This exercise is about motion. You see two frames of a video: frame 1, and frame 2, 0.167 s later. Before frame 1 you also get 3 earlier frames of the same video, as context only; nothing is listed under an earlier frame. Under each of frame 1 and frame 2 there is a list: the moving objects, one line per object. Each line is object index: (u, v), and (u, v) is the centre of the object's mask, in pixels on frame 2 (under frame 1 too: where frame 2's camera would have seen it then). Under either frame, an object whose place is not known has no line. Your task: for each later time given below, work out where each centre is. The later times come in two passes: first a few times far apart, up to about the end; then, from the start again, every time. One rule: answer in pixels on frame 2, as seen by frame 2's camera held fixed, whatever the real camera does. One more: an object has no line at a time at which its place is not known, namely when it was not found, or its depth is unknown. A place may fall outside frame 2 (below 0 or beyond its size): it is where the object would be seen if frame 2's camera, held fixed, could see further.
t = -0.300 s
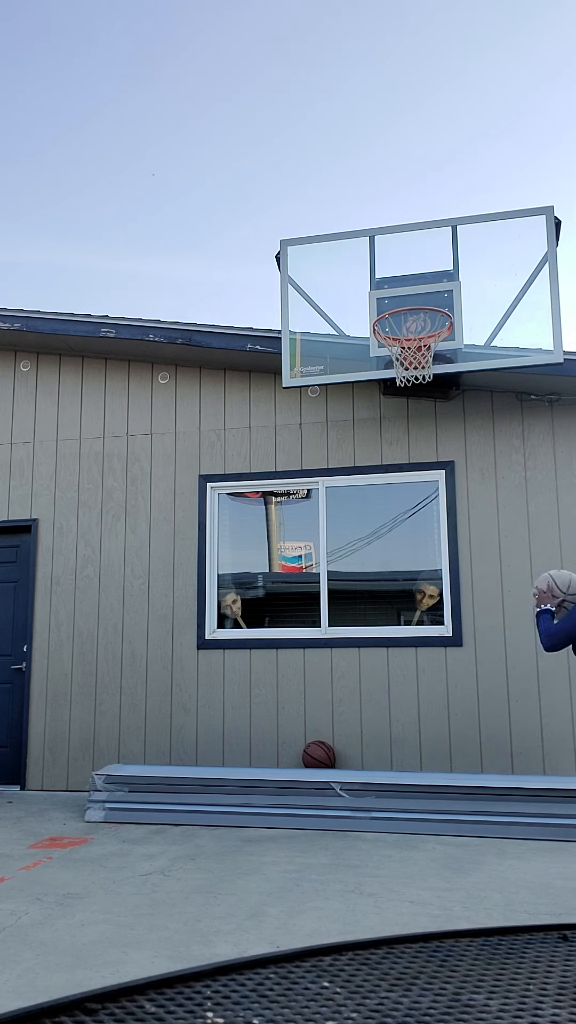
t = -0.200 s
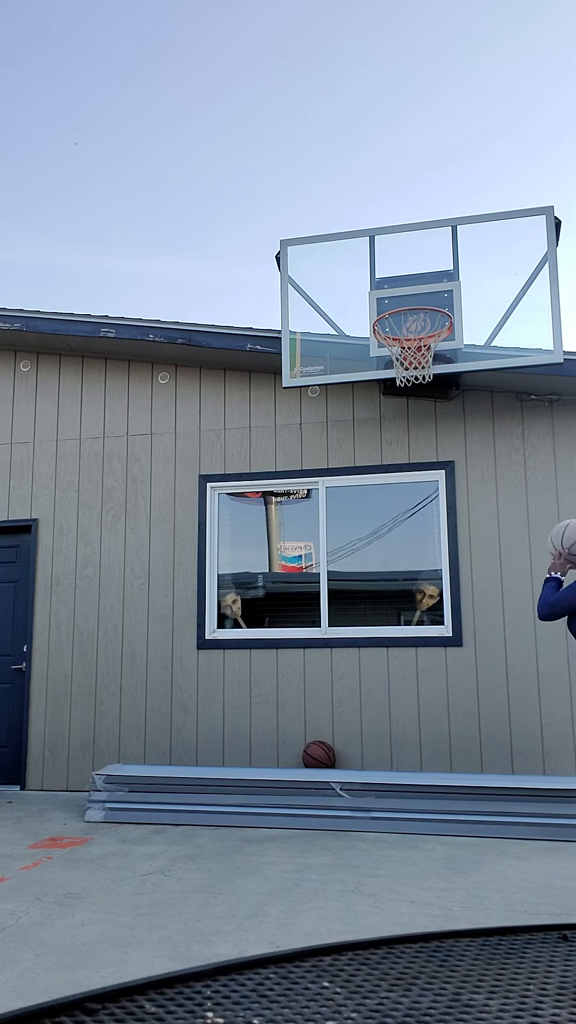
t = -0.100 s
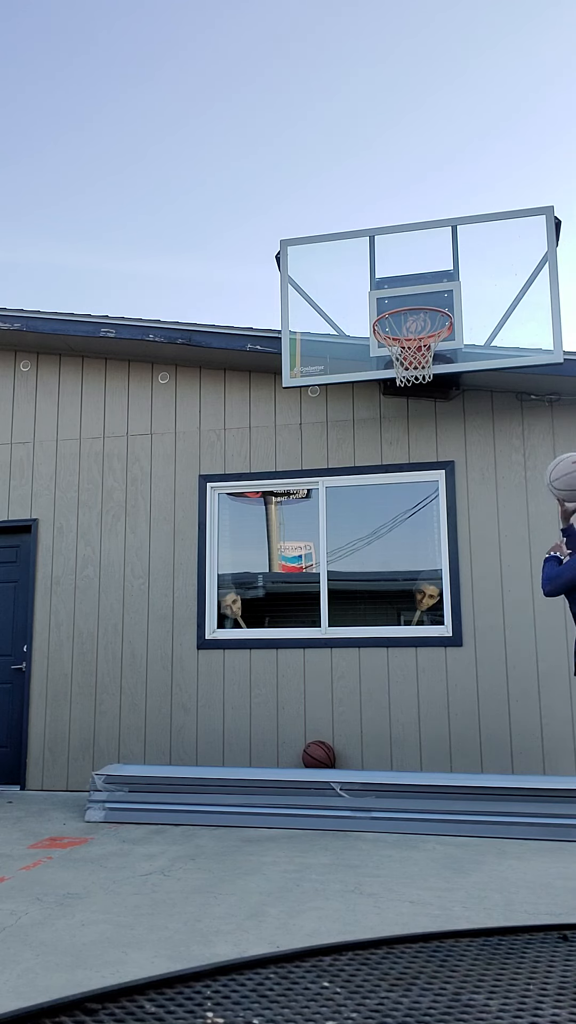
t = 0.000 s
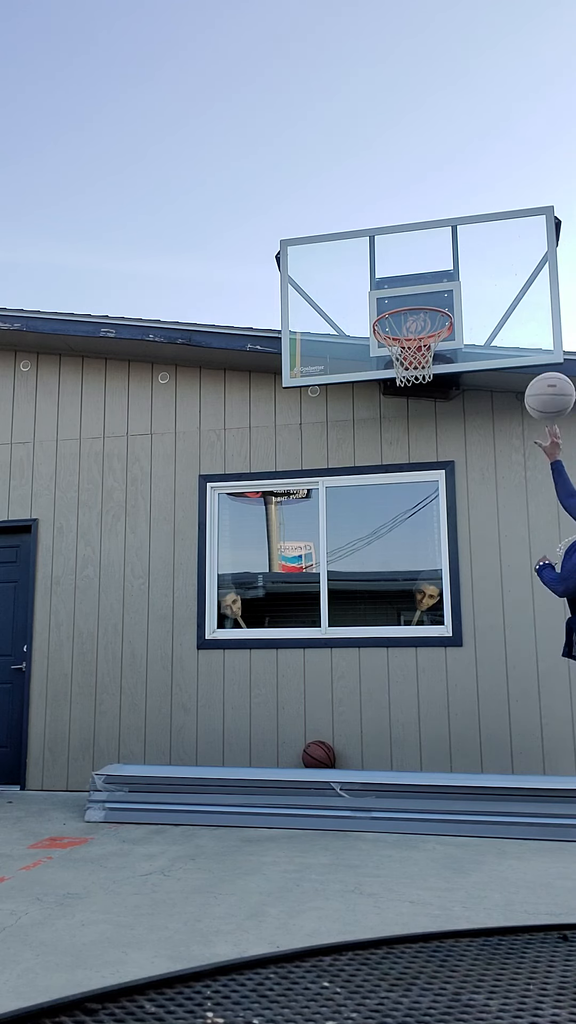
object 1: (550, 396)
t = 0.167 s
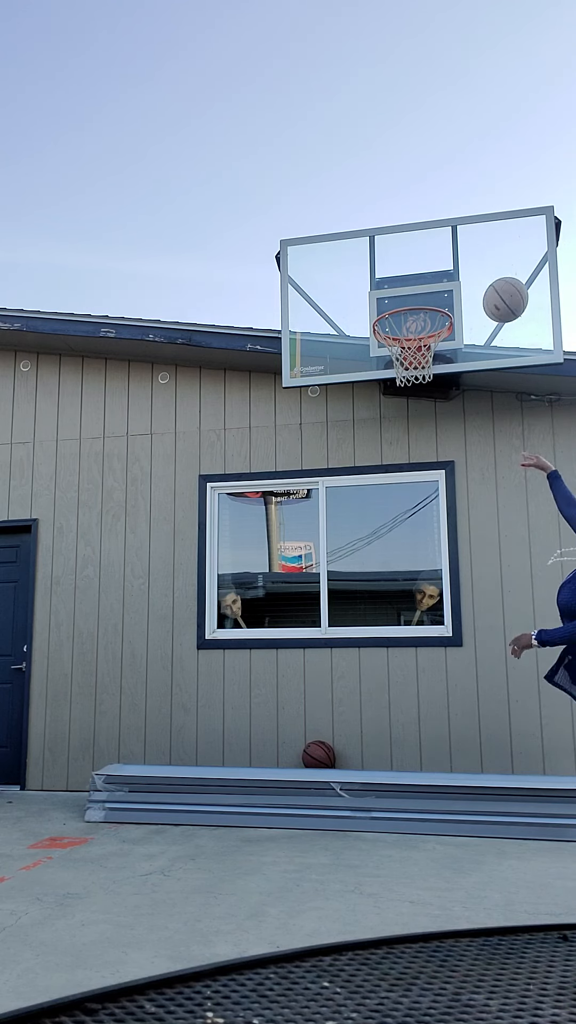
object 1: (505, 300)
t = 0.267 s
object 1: (483, 271)
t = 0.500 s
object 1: (440, 269)
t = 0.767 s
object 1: (402, 359)
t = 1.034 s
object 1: (393, 483)
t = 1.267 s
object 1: (389, 666)
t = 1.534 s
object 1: (395, 657)
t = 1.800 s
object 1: (409, 586)
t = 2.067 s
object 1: (430, 627)
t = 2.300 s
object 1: (453, 769)
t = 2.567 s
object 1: (477, 840)
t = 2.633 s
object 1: (485, 849)
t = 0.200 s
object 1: (497, 288)
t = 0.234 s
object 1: (490, 278)
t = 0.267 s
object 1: (483, 271)
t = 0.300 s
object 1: (477, 265)
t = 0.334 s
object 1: (470, 261)
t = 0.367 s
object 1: (463, 259)
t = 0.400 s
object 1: (457, 259)
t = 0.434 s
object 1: (451, 261)
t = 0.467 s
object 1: (445, 264)
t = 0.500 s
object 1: (440, 269)
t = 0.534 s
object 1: (435, 275)
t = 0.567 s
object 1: (429, 284)
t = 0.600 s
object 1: (424, 291)
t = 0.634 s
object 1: (420, 303)
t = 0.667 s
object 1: (415, 316)
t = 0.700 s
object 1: (410, 329)
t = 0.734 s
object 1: (404, 341)
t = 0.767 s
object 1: (402, 359)
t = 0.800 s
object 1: (398, 369)
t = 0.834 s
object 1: (398, 379)
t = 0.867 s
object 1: (397, 388)
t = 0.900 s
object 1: (396, 400)
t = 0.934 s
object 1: (395, 428)
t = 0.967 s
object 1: (394, 445)
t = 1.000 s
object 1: (393, 463)
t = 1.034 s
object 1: (393, 483)
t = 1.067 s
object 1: (392, 505)
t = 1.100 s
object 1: (391, 527)
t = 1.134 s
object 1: (391, 552)
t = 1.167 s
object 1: (390, 579)
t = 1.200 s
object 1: (390, 606)
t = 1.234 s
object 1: (389, 635)
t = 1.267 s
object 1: (389, 666)
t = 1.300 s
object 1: (389, 700)
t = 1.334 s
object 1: (388, 735)
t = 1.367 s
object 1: (387, 761)
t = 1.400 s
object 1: (389, 735)
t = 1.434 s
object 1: (390, 713)
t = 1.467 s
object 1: (392, 693)
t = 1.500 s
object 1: (393, 674)
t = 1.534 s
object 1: (395, 657)
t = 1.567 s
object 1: (396, 642)
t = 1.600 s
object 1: (398, 629)
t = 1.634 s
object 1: (399, 617)
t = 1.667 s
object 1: (402, 608)
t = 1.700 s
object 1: (403, 600)
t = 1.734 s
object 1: (405, 593)
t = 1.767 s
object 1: (408, 589)
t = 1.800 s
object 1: (409, 586)
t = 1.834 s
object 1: (411, 585)
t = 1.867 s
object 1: (414, 585)
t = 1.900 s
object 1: (416, 588)
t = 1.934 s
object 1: (419, 592)
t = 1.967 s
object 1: (422, 597)
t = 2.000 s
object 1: (424, 605)
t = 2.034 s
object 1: (427, 615)
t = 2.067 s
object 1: (430, 627)
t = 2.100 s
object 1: (433, 641)
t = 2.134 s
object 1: (435, 656)
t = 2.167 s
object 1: (439, 674)
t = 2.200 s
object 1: (443, 694)
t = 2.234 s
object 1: (446, 717)
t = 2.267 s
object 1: (449, 742)
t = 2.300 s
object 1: (453, 769)
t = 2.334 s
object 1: (457, 800)
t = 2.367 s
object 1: (460, 818)
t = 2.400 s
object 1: (463, 820)
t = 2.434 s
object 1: (466, 824)
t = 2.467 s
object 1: (468, 828)
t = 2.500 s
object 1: (471, 832)
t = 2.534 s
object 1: (474, 836)
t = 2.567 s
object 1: (477, 840)
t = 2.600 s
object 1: (481, 845)
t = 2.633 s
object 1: (485, 849)
